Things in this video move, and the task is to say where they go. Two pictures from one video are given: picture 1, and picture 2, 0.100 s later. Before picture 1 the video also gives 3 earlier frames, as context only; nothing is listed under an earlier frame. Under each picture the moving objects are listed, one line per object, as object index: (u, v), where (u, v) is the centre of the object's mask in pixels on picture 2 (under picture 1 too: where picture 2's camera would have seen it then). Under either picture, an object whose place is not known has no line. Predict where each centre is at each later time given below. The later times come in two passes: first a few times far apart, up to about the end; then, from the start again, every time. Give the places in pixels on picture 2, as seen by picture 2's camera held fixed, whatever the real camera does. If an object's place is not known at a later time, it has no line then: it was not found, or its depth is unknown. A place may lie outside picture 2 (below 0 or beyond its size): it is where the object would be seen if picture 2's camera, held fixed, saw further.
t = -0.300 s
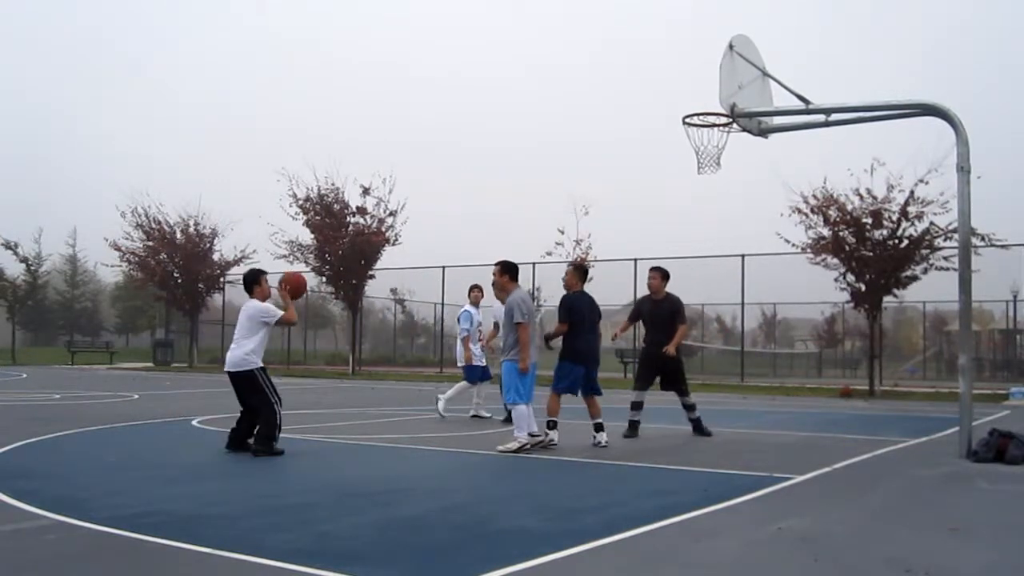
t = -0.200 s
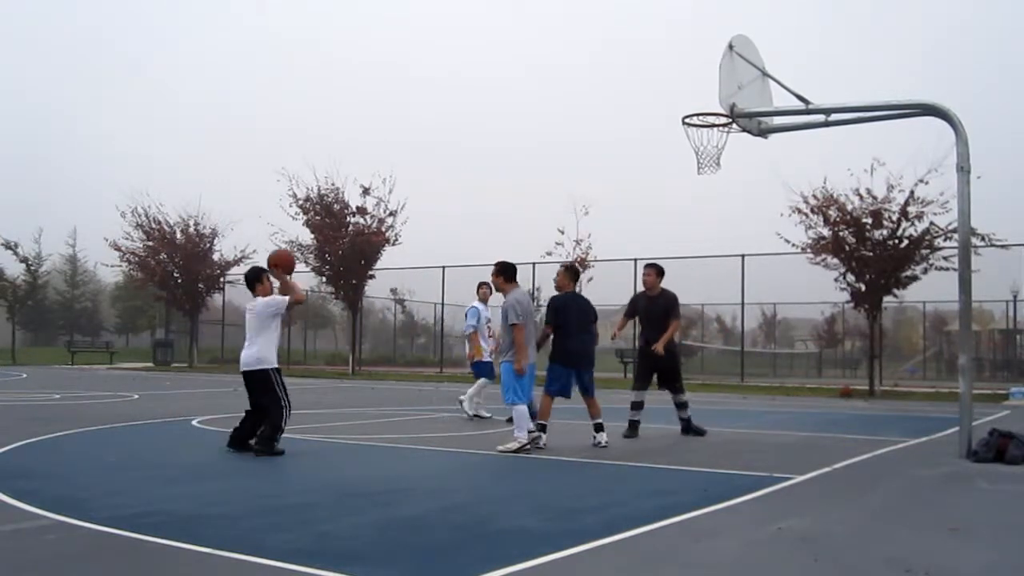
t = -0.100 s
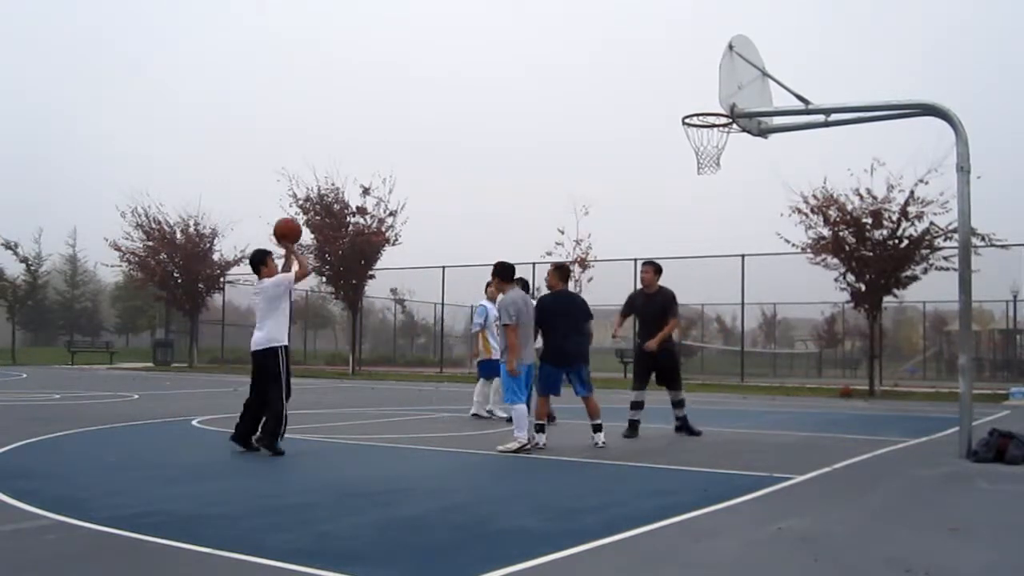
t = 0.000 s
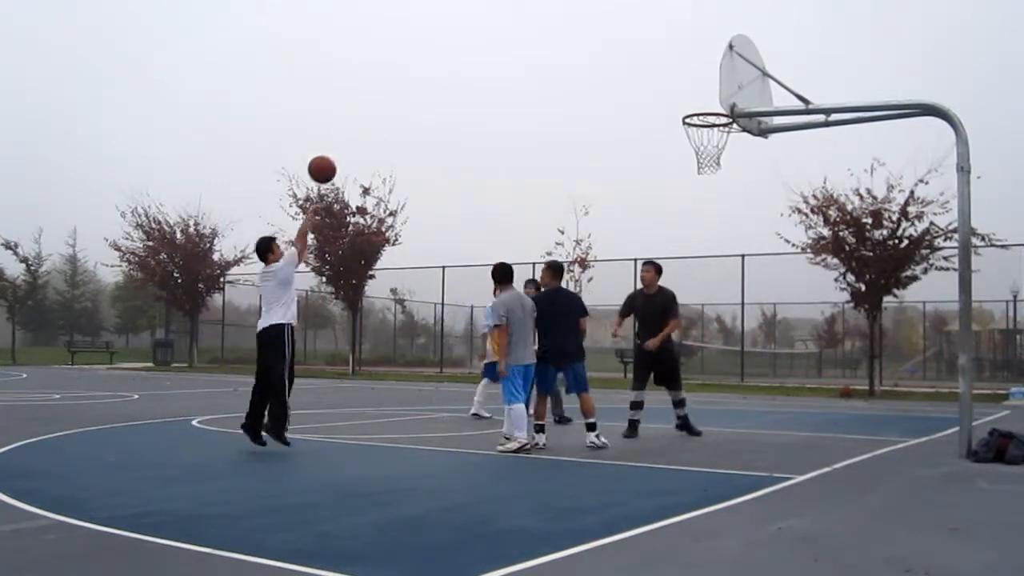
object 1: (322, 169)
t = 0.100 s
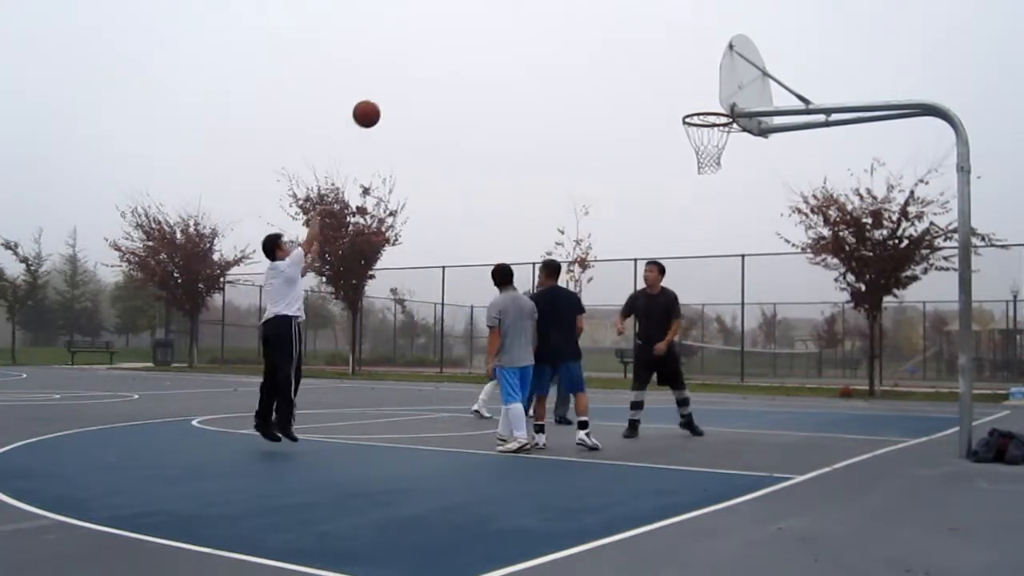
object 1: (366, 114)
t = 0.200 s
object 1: (409, 71)
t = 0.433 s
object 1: (501, 18)
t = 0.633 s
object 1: (575, 21)
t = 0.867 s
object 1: (654, 75)
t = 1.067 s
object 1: (685, 81)
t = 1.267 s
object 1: (691, 68)
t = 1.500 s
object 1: (698, 103)
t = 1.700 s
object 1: (716, 111)
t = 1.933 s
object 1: (709, 106)
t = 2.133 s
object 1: (696, 111)
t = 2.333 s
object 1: (711, 136)
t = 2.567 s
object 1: (720, 163)
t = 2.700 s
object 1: (720, 190)
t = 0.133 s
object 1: (380, 98)
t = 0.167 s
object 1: (395, 84)
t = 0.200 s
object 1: (409, 71)
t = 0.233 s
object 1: (422, 59)
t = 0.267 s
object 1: (436, 49)
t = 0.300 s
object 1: (449, 40)
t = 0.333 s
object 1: (463, 33)
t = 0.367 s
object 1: (476, 27)
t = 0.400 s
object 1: (489, 21)
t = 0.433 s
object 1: (501, 18)
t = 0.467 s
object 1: (514, 16)
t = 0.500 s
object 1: (526, 14)
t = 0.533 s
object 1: (539, 14)
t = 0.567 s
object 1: (551, 15)
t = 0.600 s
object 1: (563, 17)
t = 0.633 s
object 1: (575, 21)
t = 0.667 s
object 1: (586, 25)
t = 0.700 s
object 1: (598, 31)
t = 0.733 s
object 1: (609, 37)
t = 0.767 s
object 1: (621, 45)
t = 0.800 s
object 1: (632, 54)
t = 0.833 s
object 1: (643, 64)
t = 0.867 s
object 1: (654, 75)
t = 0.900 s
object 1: (665, 87)
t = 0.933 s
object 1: (676, 100)
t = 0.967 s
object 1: (682, 102)
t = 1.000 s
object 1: (683, 94)
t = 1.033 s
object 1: (684, 87)
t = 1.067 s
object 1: (685, 81)
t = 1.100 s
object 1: (686, 76)
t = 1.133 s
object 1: (687, 72)
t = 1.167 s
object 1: (688, 69)
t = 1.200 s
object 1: (689, 68)
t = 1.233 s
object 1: (690, 67)
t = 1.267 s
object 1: (691, 68)
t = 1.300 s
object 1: (692, 70)
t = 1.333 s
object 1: (693, 73)
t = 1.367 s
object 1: (694, 77)
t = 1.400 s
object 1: (695, 82)
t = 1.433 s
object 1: (696, 88)
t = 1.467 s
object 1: (697, 95)
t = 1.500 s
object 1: (698, 103)
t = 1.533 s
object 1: (699, 112)
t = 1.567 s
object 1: (703, 109)
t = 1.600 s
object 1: (707, 107)
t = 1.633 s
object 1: (710, 107)
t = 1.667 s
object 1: (713, 109)
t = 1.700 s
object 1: (716, 111)
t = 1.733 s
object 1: (720, 114)
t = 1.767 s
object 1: (717, 110)
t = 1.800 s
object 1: (715, 106)
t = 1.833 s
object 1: (713, 105)
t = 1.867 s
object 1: (712, 104)
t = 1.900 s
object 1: (711, 104)
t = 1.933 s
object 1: (709, 106)
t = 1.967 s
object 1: (707, 104)
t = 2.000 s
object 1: (705, 103)
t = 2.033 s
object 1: (703, 103)
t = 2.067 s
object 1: (700, 105)
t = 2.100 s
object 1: (698, 107)
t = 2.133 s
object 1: (696, 111)
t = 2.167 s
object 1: (695, 114)
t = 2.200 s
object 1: (699, 116)
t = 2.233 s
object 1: (702, 119)
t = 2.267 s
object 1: (705, 124)
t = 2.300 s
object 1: (708, 129)
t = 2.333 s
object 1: (711, 136)
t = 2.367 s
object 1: (714, 142)
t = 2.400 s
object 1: (716, 147)
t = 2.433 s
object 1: (717, 151)
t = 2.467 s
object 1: (719, 154)
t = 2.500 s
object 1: (719, 156)
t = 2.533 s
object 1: (720, 159)
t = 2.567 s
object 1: (720, 163)
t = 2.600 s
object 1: (720, 168)
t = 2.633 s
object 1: (720, 174)
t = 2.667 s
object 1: (720, 181)
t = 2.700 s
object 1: (720, 190)
